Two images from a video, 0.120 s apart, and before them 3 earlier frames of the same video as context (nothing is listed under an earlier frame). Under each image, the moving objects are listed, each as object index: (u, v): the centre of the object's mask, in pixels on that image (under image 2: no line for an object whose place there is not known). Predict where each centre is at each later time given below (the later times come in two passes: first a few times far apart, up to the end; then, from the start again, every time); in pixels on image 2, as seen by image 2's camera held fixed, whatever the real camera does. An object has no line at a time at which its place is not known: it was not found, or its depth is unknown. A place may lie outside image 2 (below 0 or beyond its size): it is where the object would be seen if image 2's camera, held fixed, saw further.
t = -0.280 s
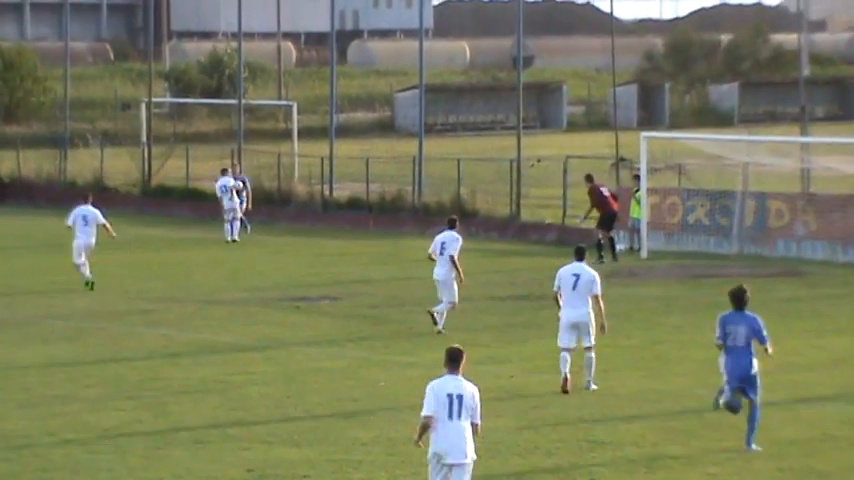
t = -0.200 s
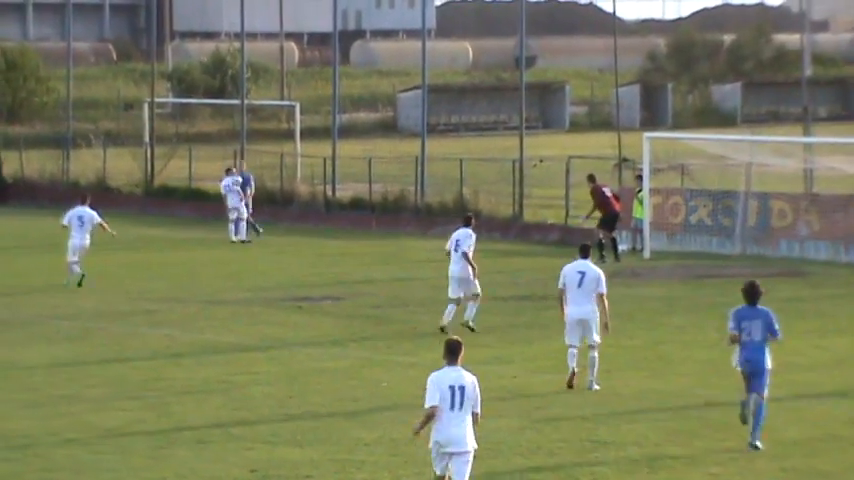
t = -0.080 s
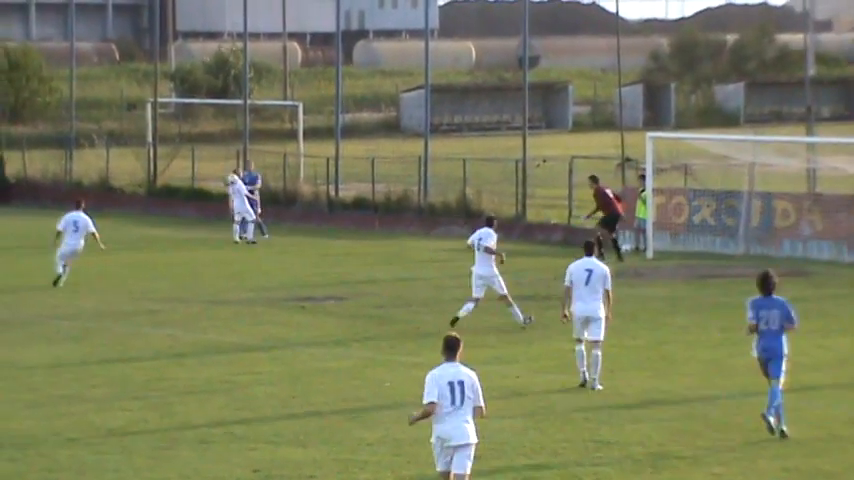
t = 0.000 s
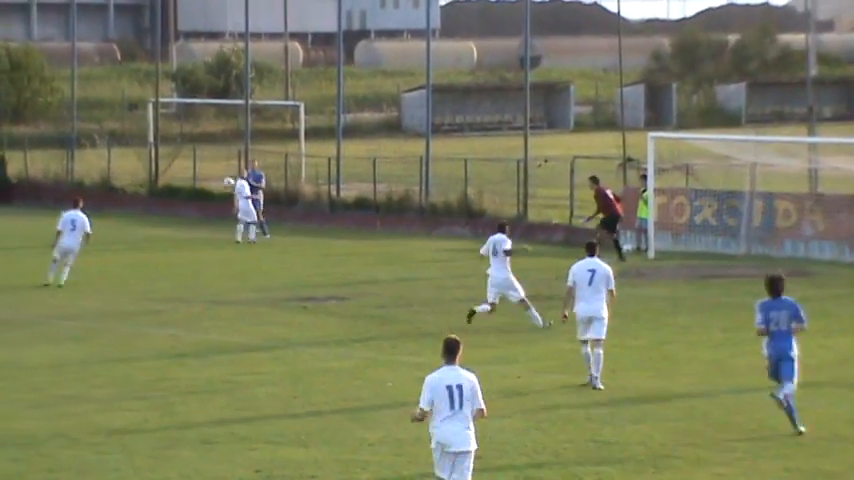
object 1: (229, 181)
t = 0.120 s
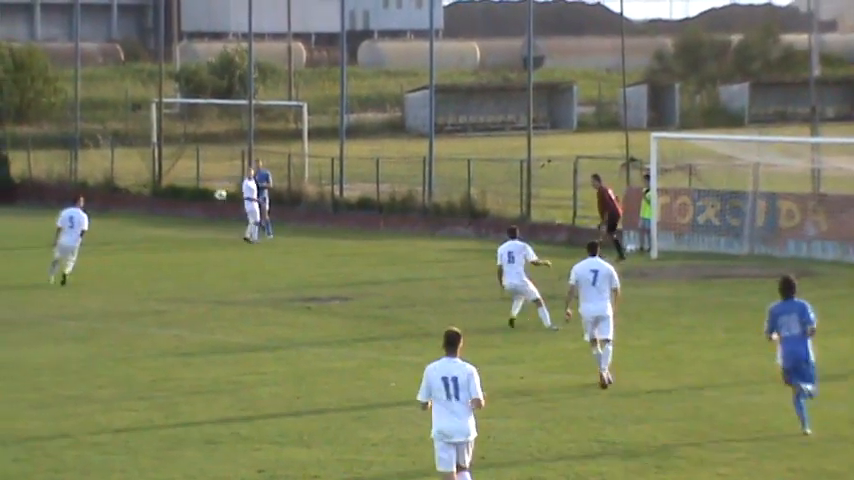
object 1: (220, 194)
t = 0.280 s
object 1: (201, 225)
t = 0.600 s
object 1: (161, 264)
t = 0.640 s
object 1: (158, 258)
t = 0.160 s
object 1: (216, 201)
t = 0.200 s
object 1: (211, 208)
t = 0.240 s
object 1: (207, 215)
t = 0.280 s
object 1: (201, 225)
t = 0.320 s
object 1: (196, 236)
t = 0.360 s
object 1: (190, 247)
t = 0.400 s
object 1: (184, 260)
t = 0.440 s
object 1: (177, 274)
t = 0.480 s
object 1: (170, 288)
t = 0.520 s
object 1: (167, 280)
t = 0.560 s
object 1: (164, 272)
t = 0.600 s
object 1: (161, 264)
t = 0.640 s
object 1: (158, 258)
